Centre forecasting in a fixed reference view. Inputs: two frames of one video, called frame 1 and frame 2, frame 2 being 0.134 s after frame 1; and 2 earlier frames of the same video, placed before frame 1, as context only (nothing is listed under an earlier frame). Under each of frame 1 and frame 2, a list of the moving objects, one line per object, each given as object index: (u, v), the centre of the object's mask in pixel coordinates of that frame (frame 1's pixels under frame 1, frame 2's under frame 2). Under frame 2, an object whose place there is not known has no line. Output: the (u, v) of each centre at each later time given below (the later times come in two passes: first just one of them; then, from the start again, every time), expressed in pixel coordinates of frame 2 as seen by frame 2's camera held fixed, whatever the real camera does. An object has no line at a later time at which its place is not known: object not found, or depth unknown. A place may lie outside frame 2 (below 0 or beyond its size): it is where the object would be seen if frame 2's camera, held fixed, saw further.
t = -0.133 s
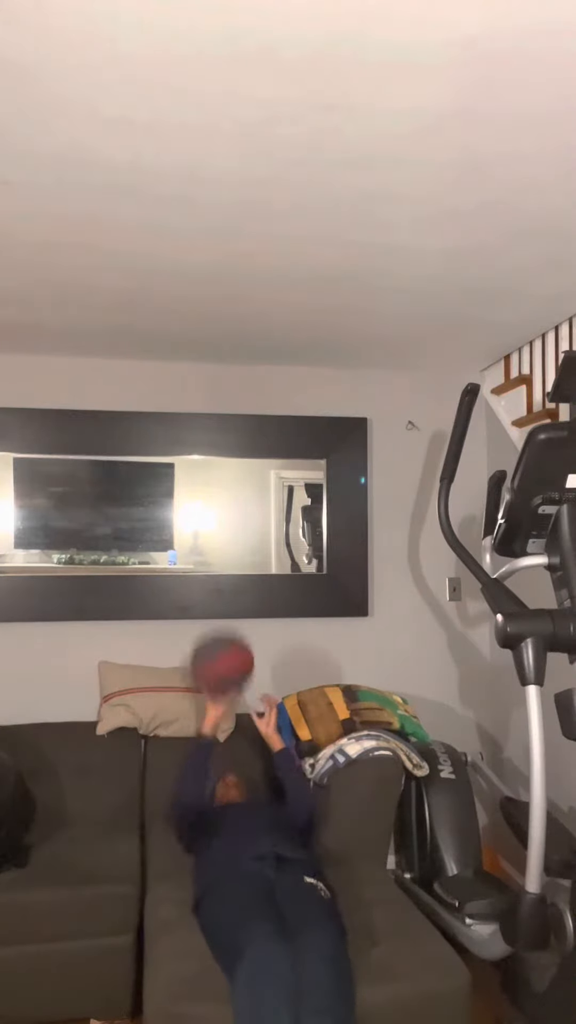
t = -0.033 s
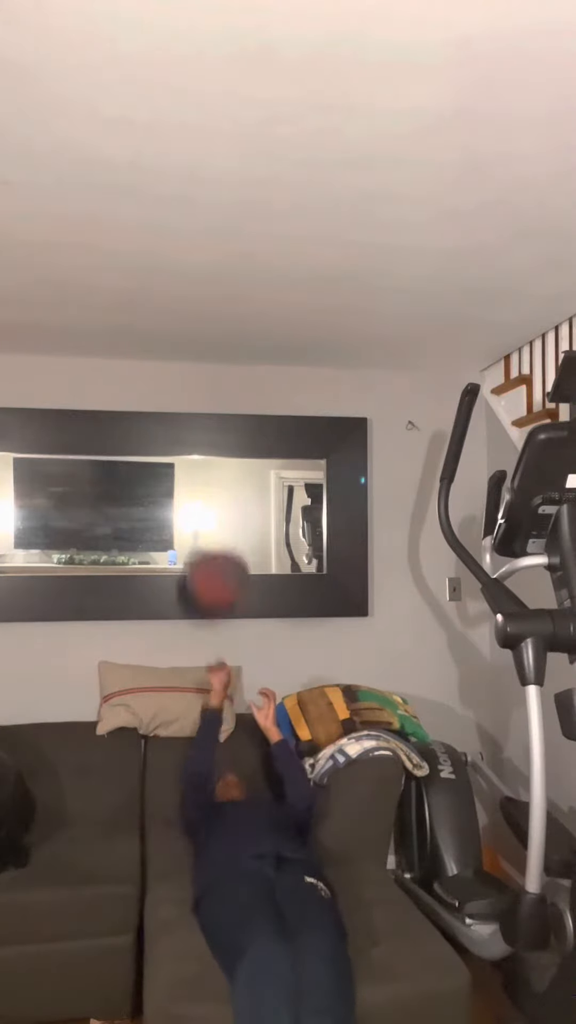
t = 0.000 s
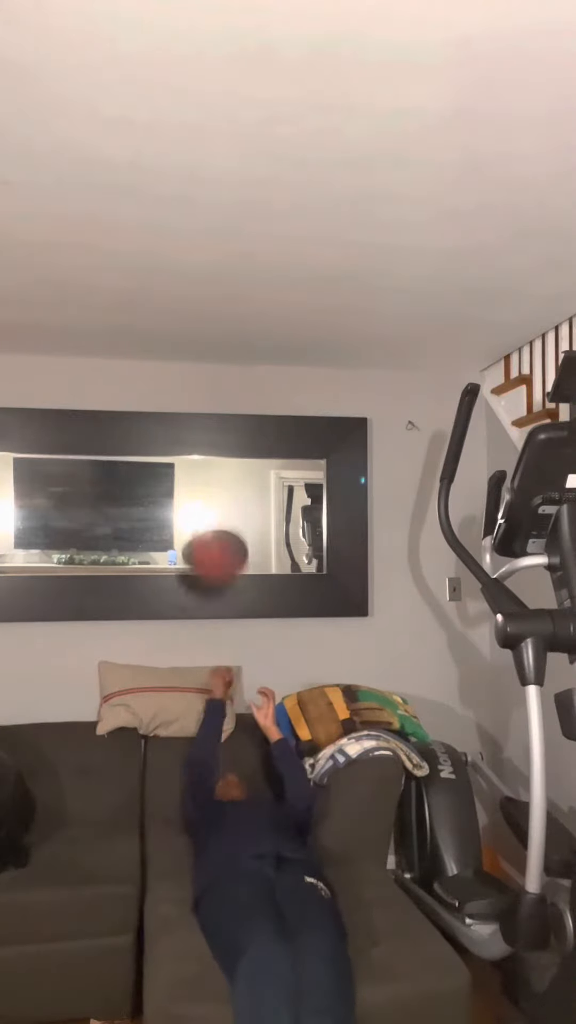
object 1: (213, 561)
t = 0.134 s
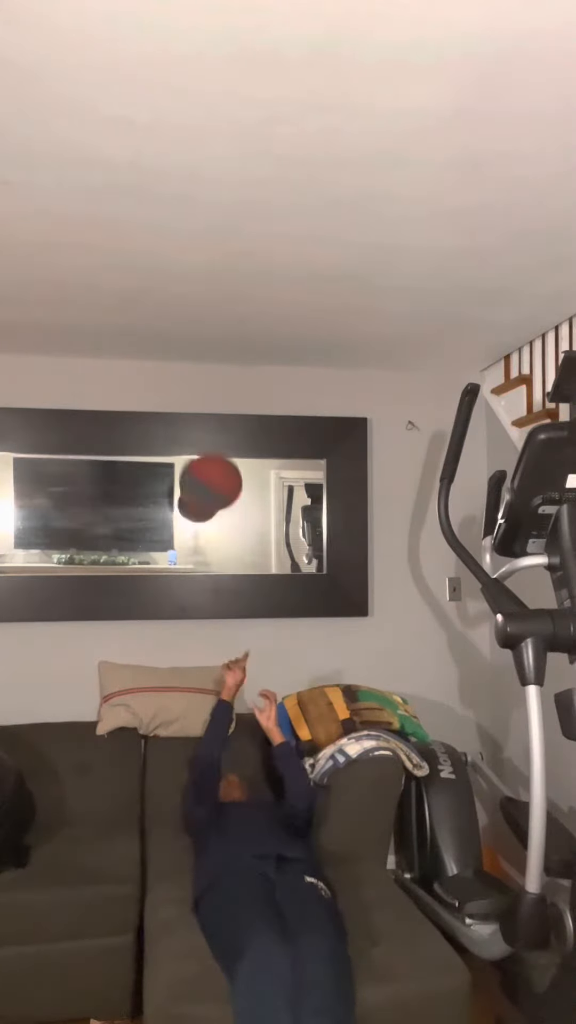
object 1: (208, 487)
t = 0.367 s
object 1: (194, 477)
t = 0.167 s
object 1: (206, 477)
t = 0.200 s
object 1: (205, 471)
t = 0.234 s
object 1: (203, 468)
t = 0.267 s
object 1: (201, 467)
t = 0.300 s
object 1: (198, 468)
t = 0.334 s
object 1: (196, 472)
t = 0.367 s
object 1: (194, 477)
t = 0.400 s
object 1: (192, 487)
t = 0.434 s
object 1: (190, 498)
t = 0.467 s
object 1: (187, 513)
